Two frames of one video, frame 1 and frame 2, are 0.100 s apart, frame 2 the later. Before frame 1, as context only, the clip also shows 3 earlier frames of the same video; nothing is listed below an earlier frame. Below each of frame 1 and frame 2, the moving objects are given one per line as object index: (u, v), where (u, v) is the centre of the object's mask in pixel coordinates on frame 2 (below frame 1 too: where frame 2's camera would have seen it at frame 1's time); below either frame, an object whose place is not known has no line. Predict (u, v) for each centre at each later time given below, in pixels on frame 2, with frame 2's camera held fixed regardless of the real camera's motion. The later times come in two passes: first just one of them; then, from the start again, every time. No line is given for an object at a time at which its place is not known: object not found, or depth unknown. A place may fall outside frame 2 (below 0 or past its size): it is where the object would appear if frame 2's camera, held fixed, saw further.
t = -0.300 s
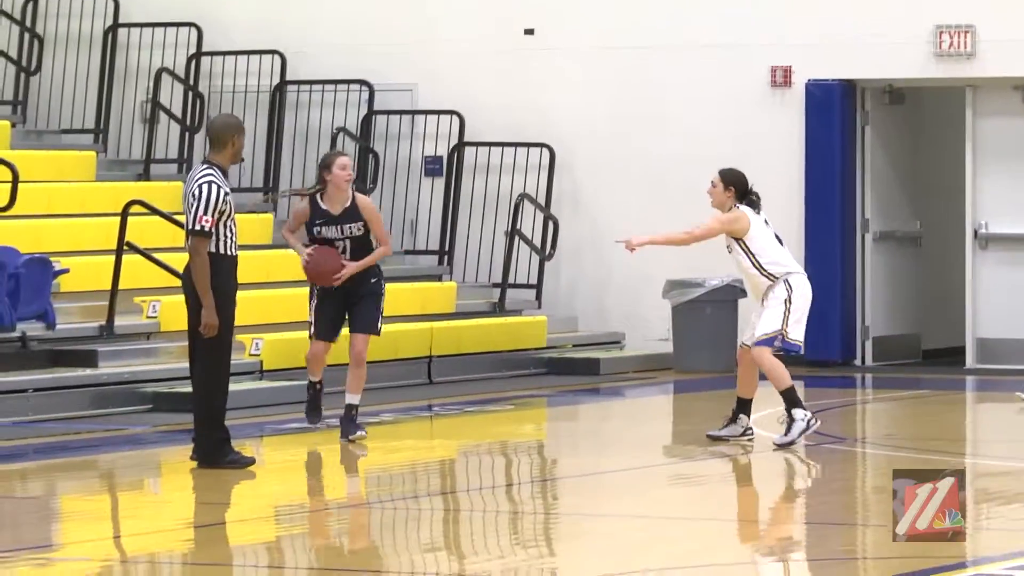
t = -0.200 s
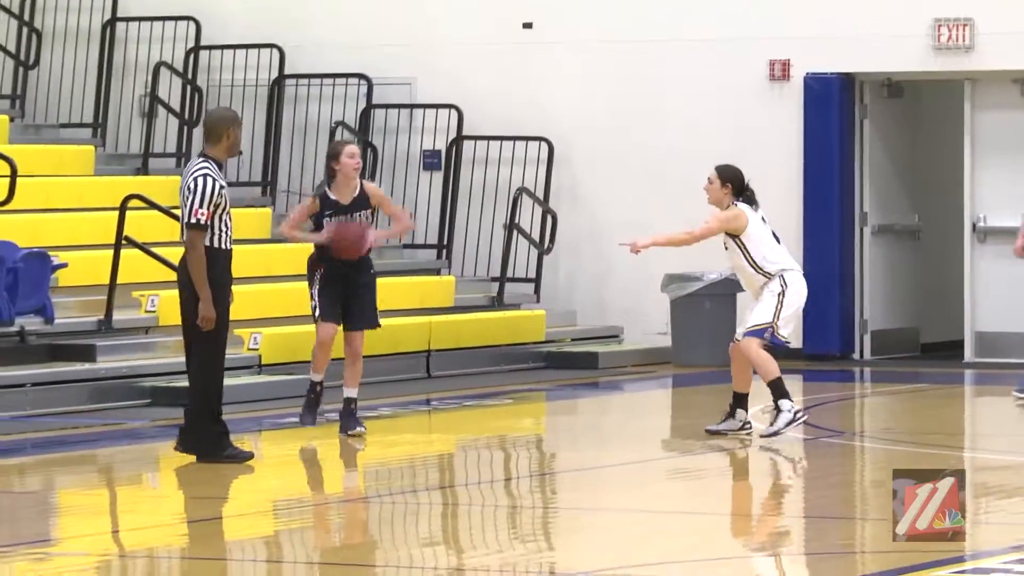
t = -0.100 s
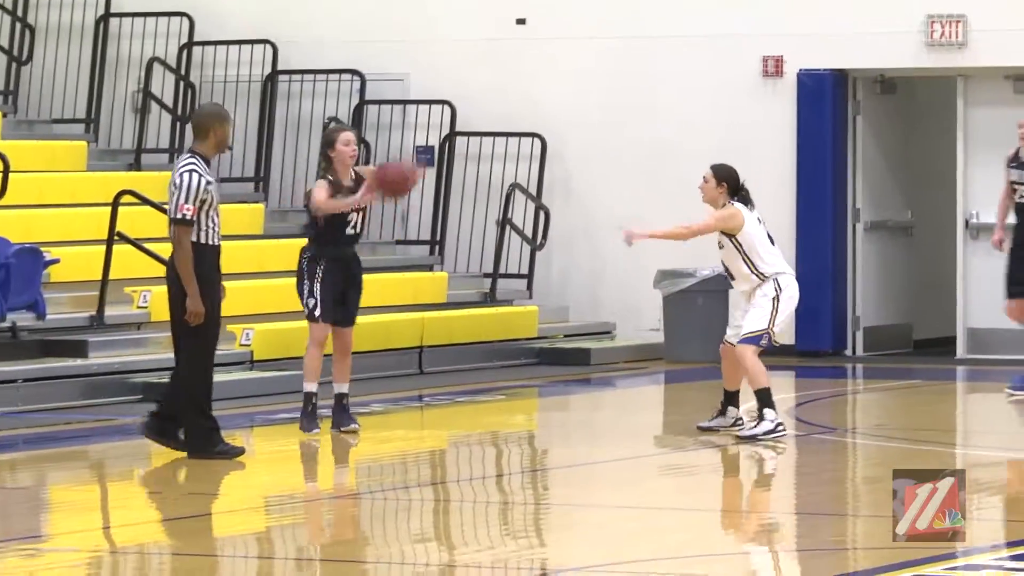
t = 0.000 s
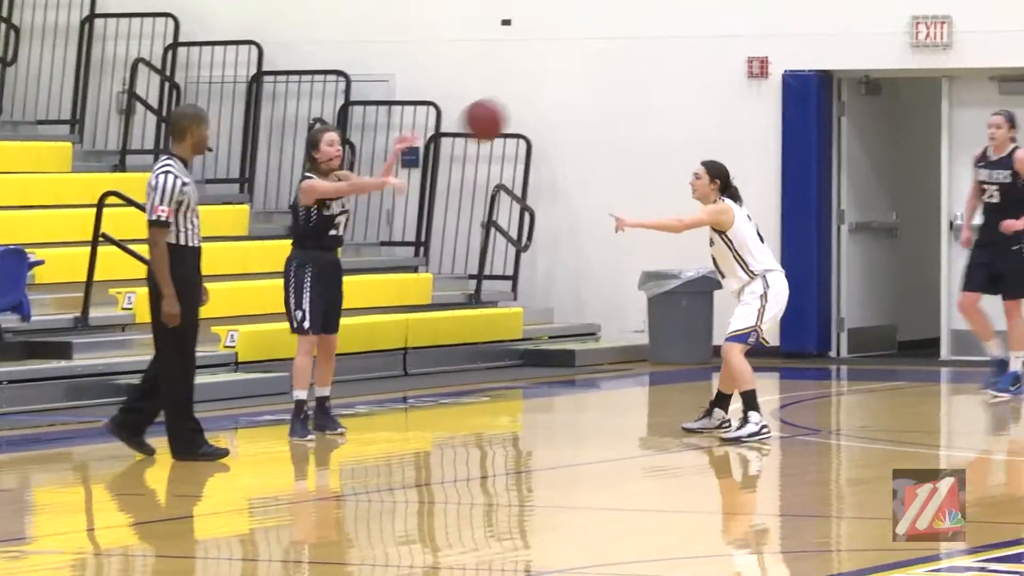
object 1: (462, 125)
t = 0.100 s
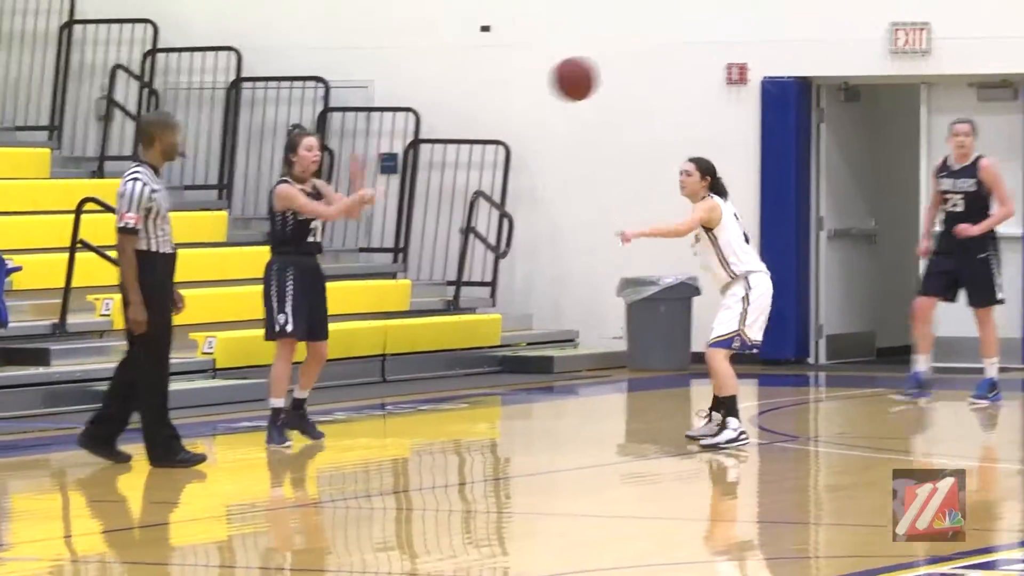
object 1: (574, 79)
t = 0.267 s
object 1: (778, 31)
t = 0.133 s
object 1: (613, 66)
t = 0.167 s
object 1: (652, 55)
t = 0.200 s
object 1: (693, 45)
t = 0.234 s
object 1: (734, 37)
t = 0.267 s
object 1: (778, 31)
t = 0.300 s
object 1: (820, 27)
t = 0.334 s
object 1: (864, 24)
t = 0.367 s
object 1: (909, 23)
